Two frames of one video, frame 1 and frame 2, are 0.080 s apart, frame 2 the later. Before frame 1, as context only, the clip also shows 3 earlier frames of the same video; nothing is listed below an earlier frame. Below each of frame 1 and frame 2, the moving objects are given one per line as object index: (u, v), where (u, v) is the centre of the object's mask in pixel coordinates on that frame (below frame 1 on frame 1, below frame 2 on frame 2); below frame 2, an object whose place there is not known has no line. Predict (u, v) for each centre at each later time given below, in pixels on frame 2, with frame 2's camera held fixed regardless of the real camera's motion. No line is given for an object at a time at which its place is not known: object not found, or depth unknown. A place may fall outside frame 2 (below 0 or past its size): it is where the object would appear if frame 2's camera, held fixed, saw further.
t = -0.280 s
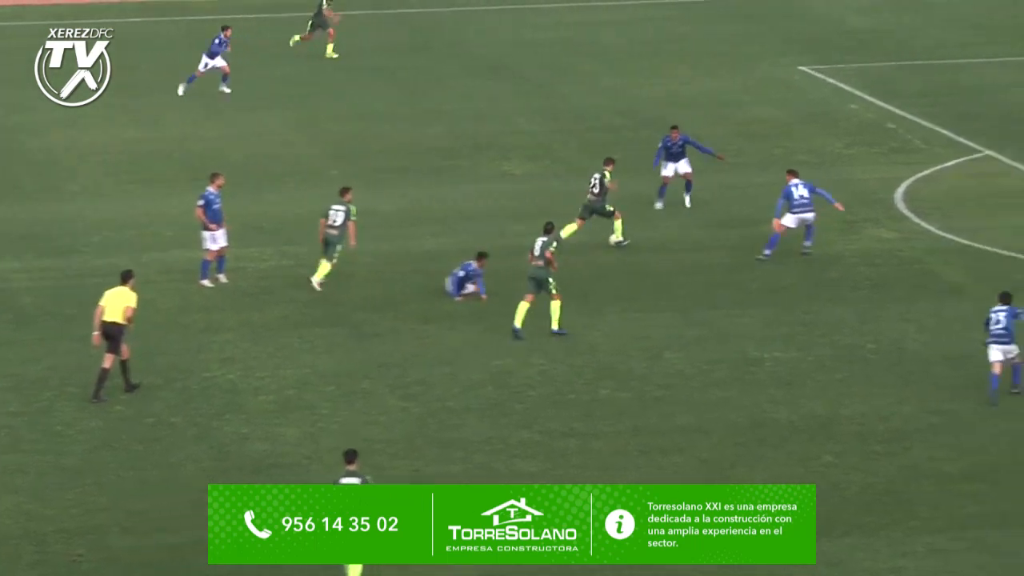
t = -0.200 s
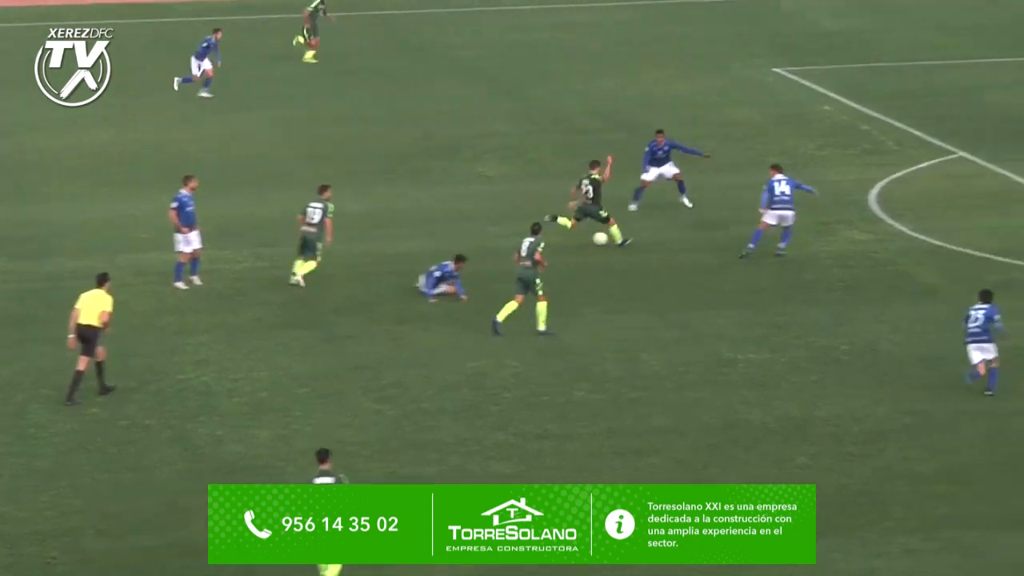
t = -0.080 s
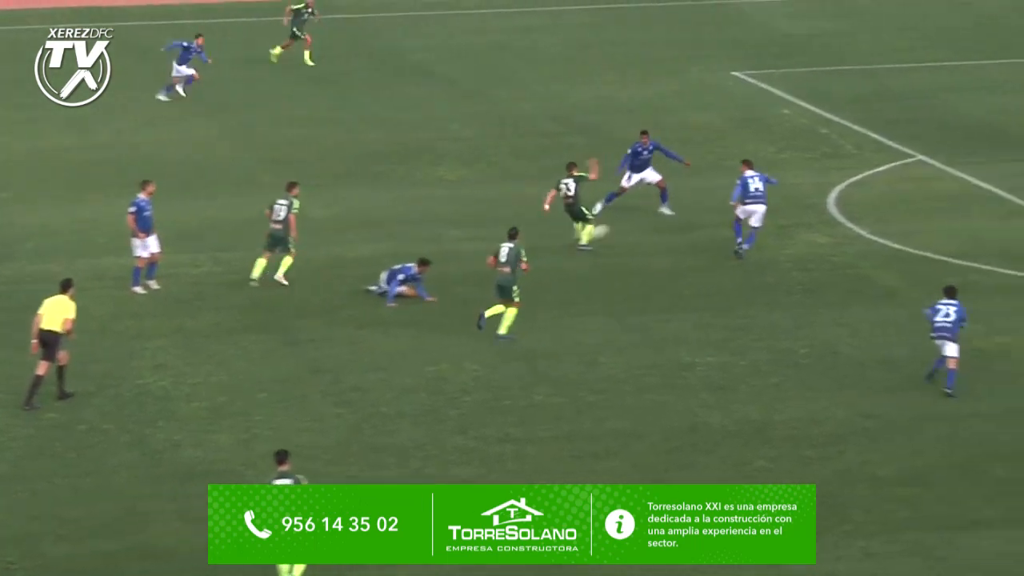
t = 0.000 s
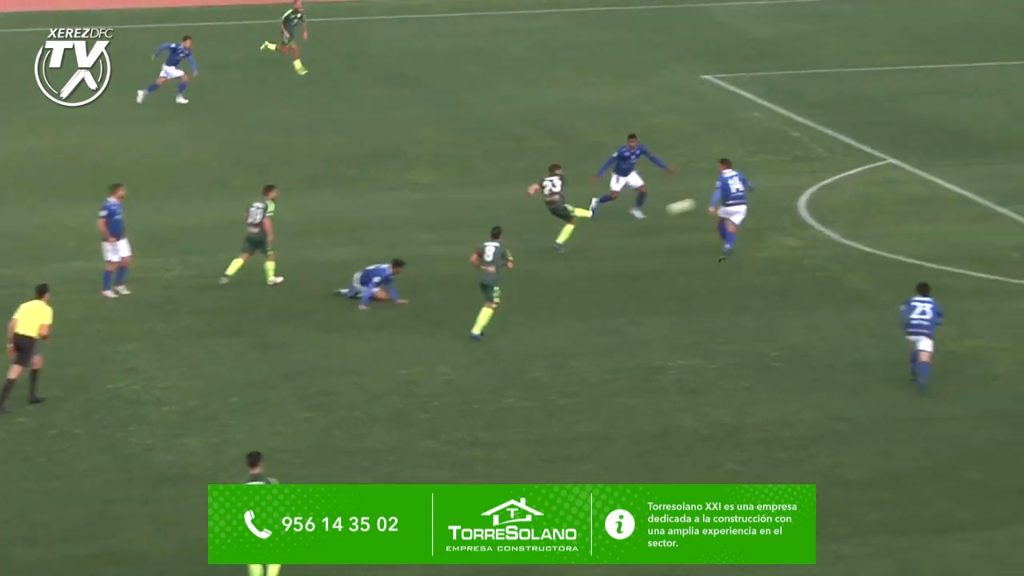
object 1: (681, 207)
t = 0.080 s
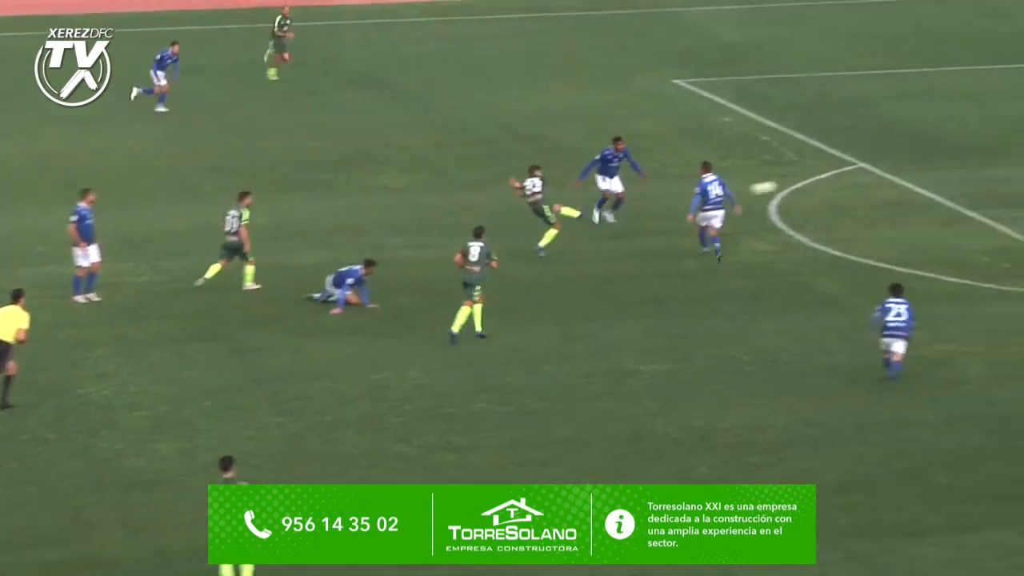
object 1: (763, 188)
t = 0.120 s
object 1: (816, 179)
